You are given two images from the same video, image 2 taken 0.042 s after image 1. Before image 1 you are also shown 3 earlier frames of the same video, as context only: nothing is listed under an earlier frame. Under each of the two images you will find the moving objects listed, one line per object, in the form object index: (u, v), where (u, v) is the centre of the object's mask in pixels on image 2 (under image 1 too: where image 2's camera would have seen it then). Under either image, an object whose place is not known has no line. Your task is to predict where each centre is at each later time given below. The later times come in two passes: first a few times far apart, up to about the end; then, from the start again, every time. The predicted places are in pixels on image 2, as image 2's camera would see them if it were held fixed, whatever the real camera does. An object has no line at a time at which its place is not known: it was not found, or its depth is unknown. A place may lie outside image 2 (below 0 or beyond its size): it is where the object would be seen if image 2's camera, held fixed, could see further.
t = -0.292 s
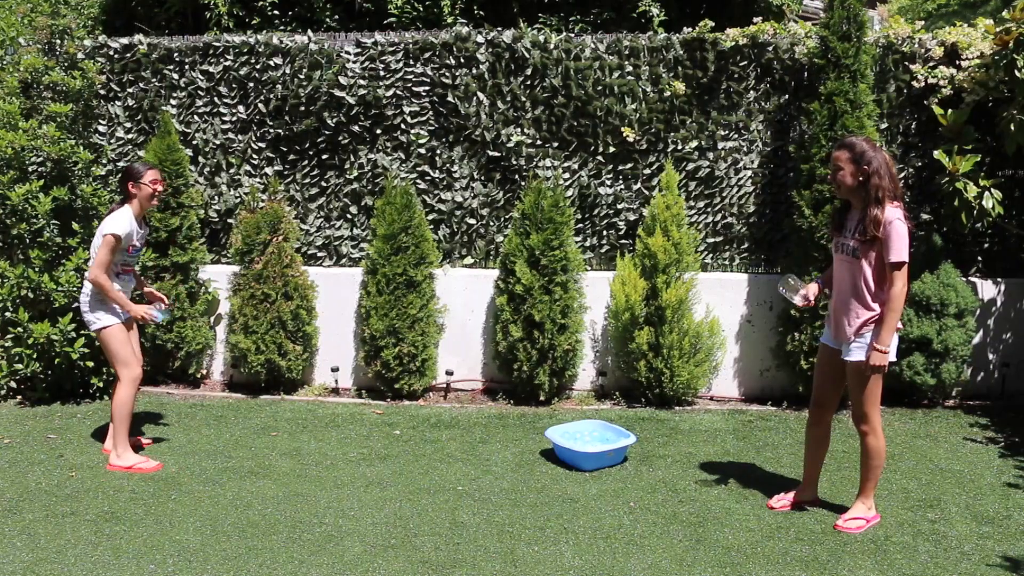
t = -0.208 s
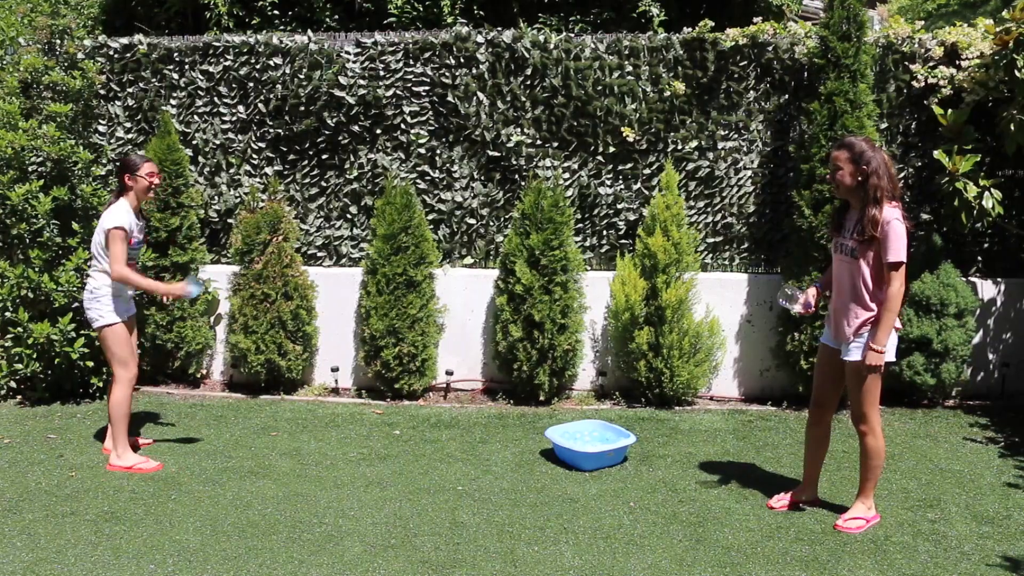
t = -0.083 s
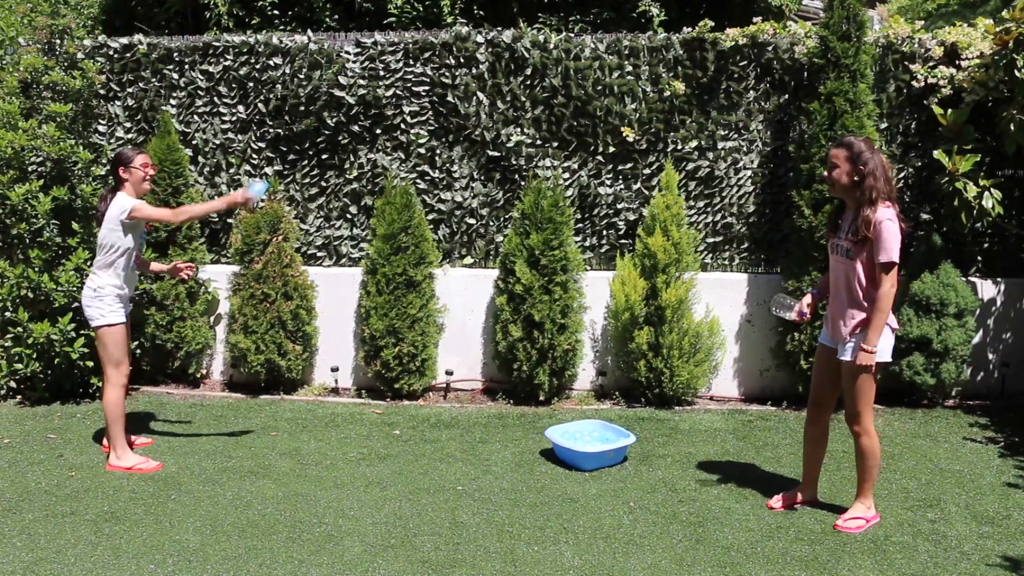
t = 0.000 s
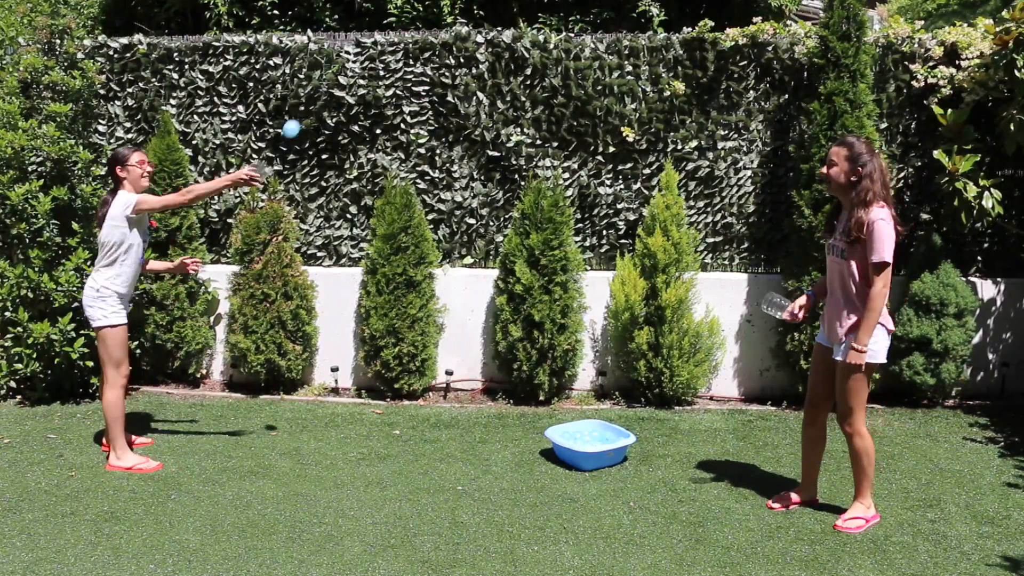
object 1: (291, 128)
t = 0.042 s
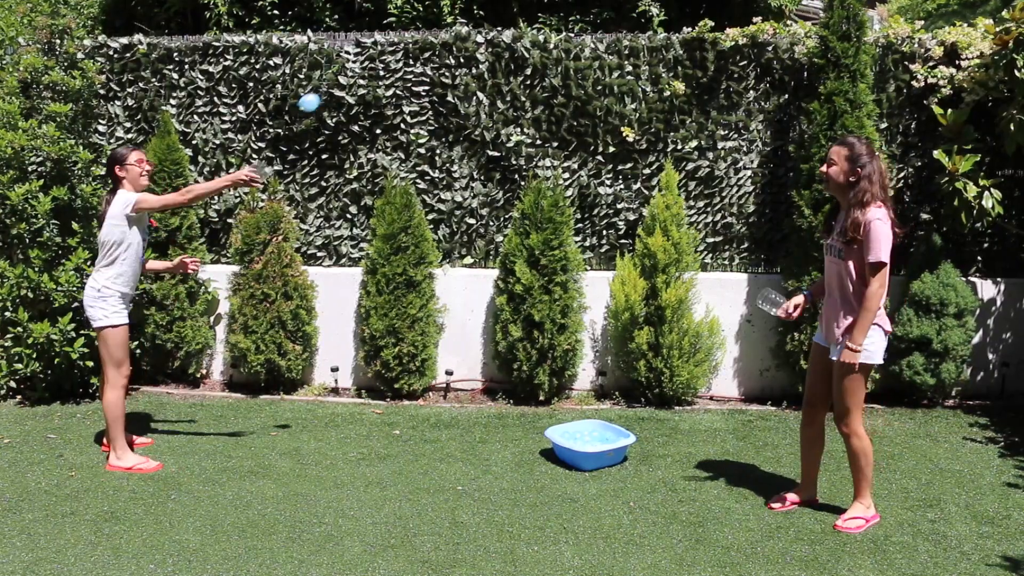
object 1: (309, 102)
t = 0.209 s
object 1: (384, 32)
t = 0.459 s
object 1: (503, 42)
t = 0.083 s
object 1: (326, 80)
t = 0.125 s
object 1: (346, 60)
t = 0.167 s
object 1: (365, 44)
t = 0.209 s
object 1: (384, 32)
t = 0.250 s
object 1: (403, 24)
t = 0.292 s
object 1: (422, 19)
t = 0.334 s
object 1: (442, 19)
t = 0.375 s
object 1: (462, 23)
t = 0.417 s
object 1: (482, 30)
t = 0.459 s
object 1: (503, 42)
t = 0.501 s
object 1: (523, 59)
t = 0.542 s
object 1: (544, 81)
